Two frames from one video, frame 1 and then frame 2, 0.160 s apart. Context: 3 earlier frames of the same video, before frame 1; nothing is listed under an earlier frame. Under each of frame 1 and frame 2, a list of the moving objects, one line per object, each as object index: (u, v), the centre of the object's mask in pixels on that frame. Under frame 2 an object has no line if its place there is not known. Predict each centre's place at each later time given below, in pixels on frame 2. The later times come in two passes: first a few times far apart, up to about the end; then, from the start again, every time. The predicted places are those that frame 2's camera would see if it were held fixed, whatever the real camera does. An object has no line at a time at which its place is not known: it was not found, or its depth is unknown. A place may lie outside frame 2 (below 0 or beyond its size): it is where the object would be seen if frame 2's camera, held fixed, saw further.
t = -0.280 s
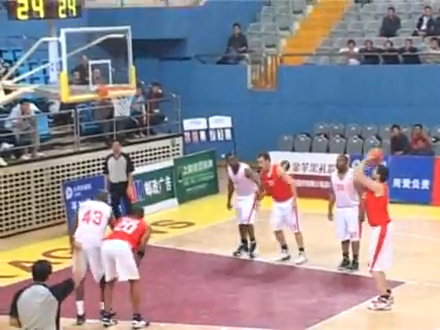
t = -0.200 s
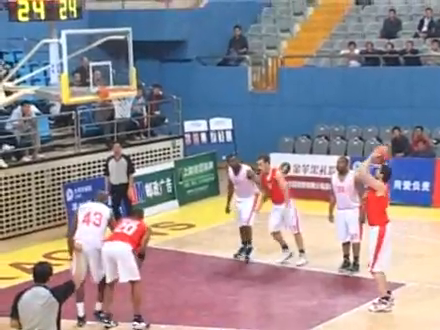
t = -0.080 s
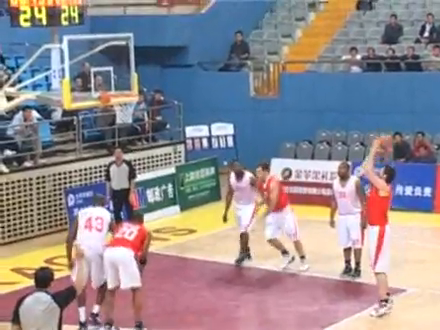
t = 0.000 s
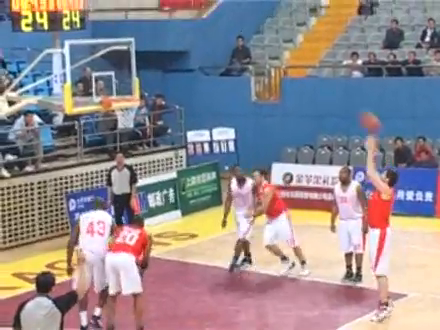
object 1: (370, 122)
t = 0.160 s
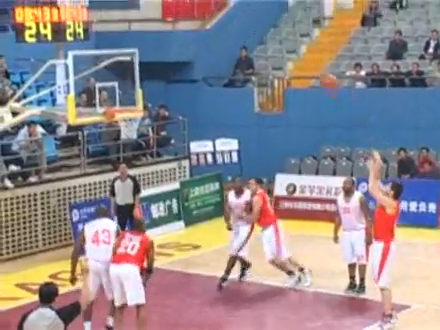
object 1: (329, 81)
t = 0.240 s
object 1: (309, 65)
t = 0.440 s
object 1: (258, 38)
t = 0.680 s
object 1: (202, 43)
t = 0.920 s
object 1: (151, 82)
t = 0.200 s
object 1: (319, 72)
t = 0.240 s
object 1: (309, 65)
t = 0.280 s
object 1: (298, 58)
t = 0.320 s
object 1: (289, 51)
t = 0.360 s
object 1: (276, 46)
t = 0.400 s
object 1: (269, 41)
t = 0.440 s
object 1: (258, 38)
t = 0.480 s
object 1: (249, 37)
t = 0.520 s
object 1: (239, 36)
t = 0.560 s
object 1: (230, 36)
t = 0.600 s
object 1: (220, 37)
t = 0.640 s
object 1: (211, 39)
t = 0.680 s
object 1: (202, 43)
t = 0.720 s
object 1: (193, 46)
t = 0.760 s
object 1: (183, 53)
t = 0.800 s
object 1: (176, 59)
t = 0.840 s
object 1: (167, 66)
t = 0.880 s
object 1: (159, 73)
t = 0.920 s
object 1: (151, 82)
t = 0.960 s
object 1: (144, 91)
